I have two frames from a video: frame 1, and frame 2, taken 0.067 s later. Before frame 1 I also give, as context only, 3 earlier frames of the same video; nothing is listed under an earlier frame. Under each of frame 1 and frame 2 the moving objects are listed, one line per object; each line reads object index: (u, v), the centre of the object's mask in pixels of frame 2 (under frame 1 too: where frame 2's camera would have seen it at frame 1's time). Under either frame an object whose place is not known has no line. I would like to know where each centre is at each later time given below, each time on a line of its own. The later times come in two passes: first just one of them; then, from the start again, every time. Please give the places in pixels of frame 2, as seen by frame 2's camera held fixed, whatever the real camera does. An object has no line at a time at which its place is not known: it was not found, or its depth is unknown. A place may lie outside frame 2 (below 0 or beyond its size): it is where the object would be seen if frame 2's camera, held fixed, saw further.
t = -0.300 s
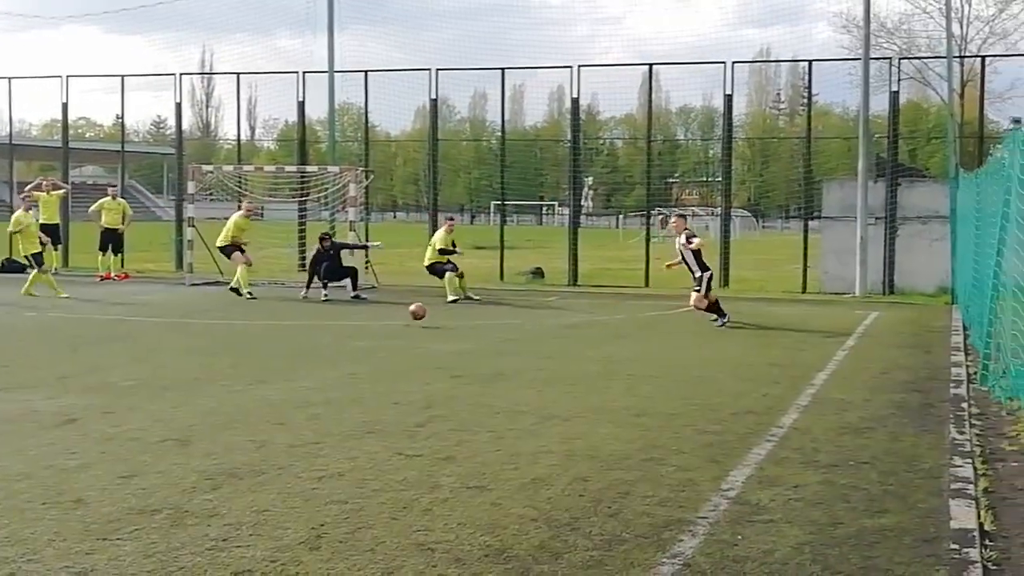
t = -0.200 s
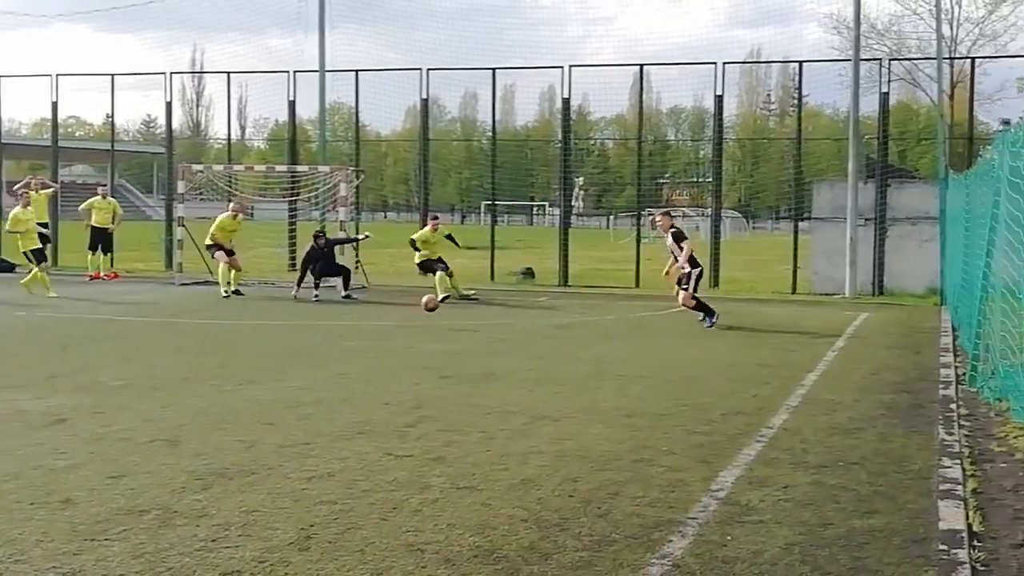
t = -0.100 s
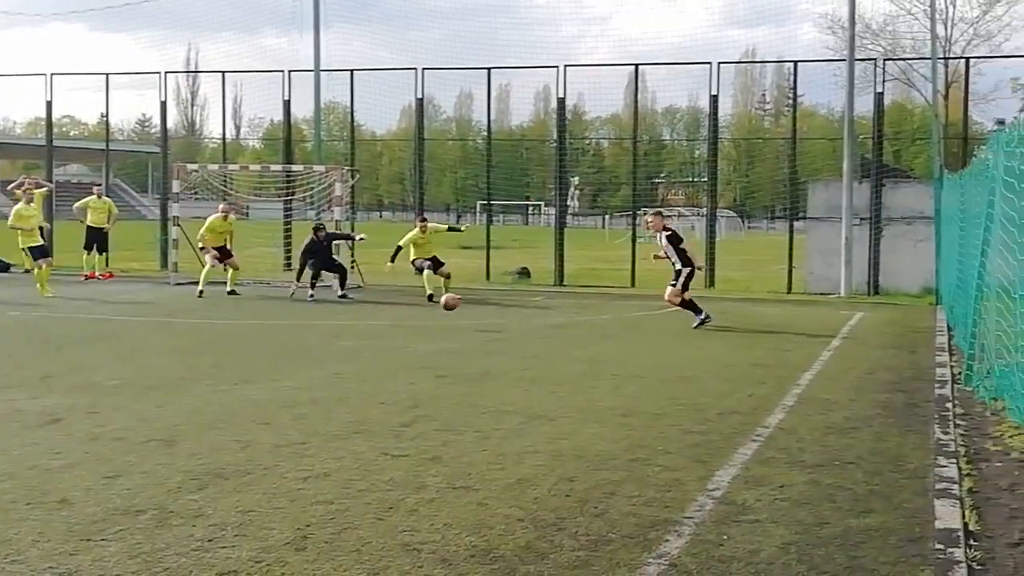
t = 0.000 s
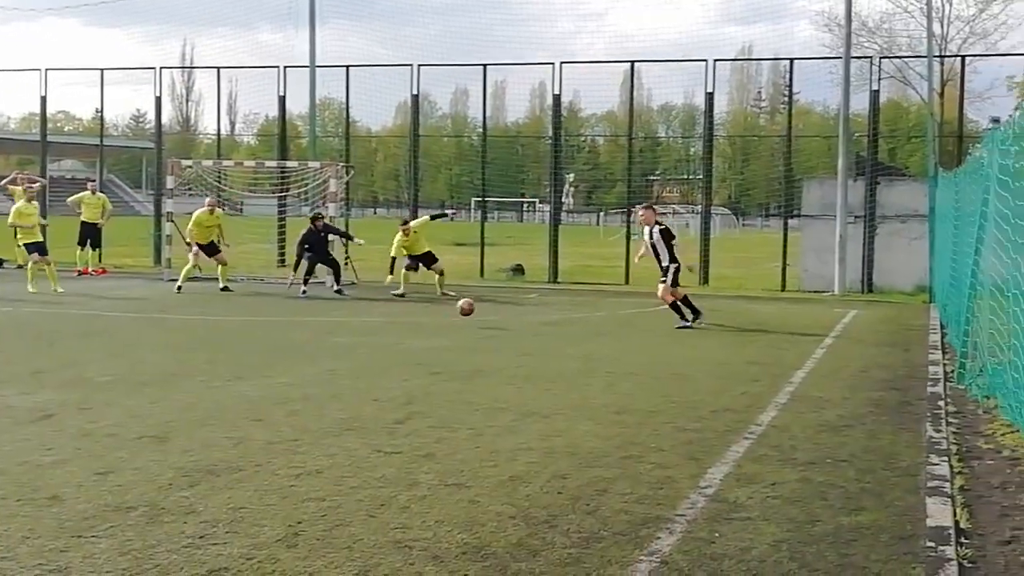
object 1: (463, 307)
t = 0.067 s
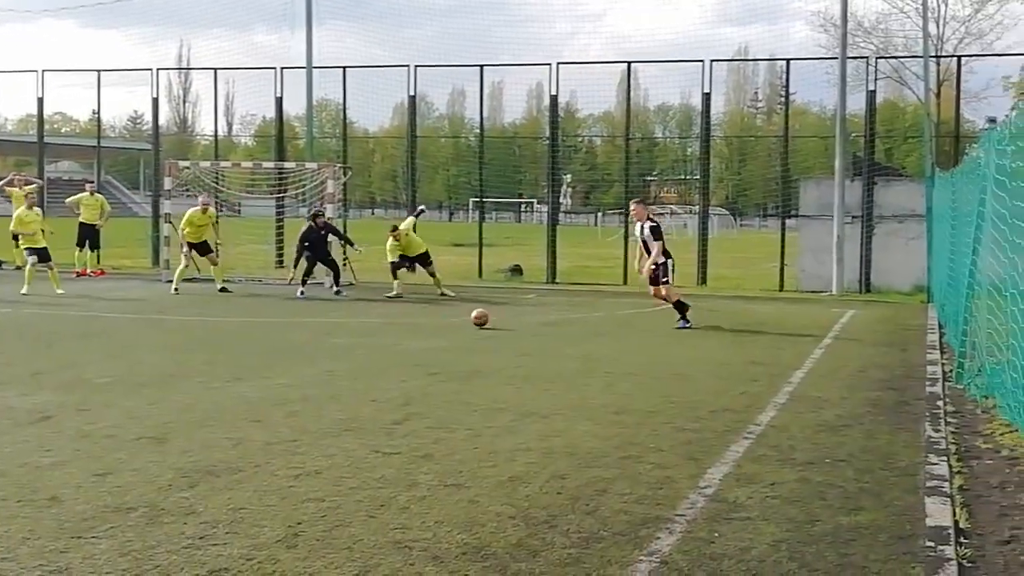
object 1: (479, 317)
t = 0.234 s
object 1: (517, 318)
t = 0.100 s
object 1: (487, 319)
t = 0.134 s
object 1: (494, 318)
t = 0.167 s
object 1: (502, 317)
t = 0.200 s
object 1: (509, 317)
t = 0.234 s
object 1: (517, 318)
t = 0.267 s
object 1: (524, 320)
